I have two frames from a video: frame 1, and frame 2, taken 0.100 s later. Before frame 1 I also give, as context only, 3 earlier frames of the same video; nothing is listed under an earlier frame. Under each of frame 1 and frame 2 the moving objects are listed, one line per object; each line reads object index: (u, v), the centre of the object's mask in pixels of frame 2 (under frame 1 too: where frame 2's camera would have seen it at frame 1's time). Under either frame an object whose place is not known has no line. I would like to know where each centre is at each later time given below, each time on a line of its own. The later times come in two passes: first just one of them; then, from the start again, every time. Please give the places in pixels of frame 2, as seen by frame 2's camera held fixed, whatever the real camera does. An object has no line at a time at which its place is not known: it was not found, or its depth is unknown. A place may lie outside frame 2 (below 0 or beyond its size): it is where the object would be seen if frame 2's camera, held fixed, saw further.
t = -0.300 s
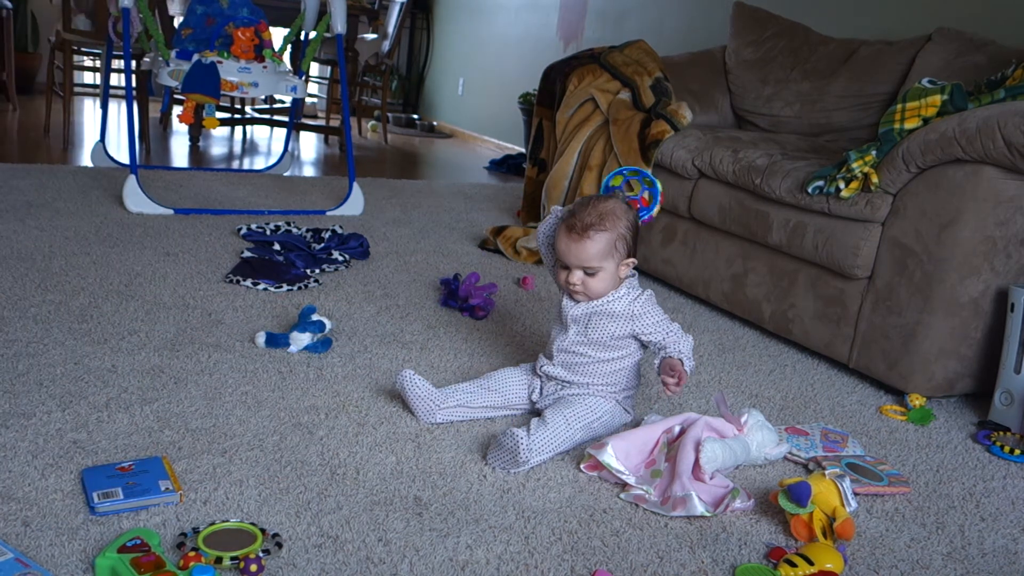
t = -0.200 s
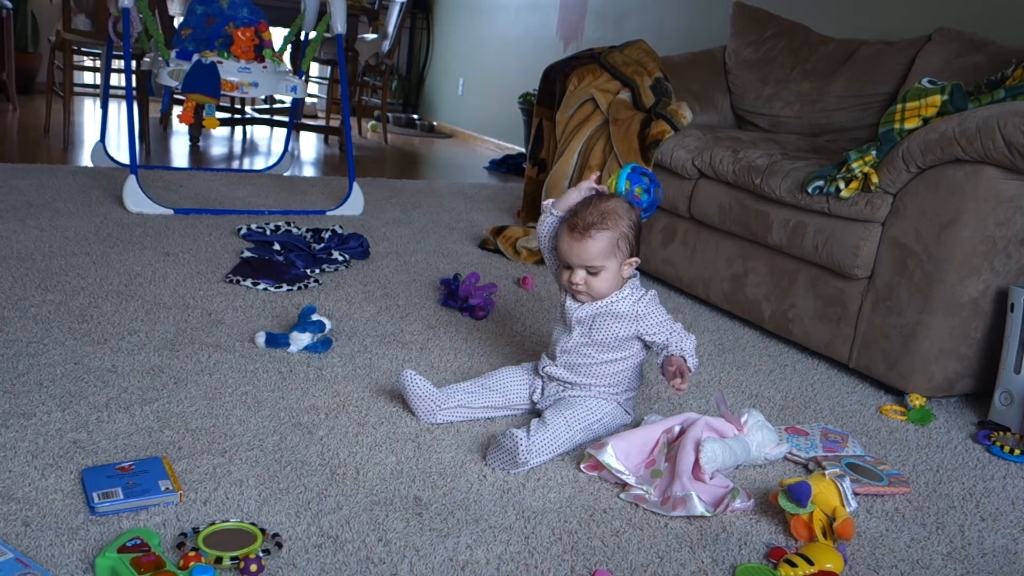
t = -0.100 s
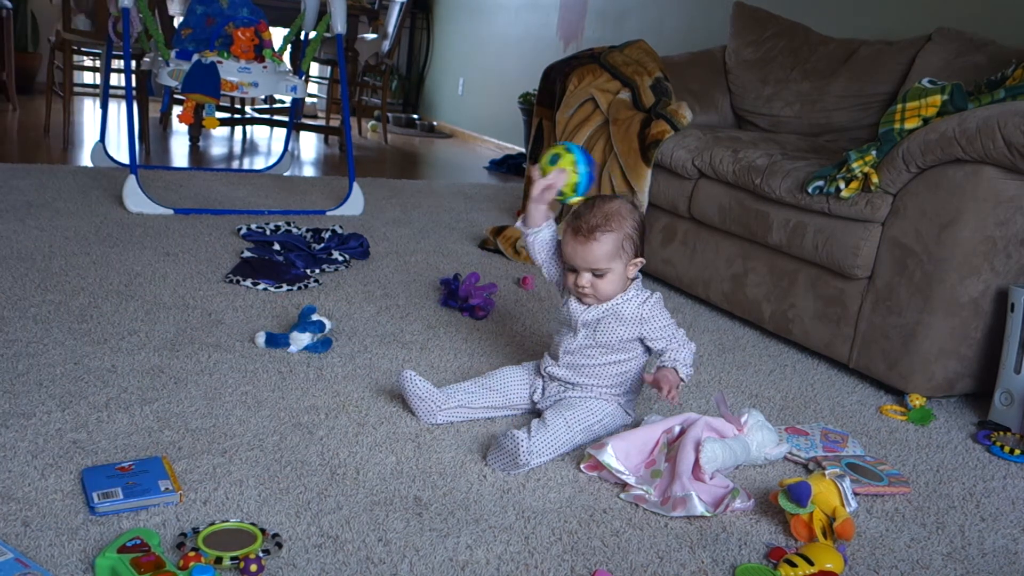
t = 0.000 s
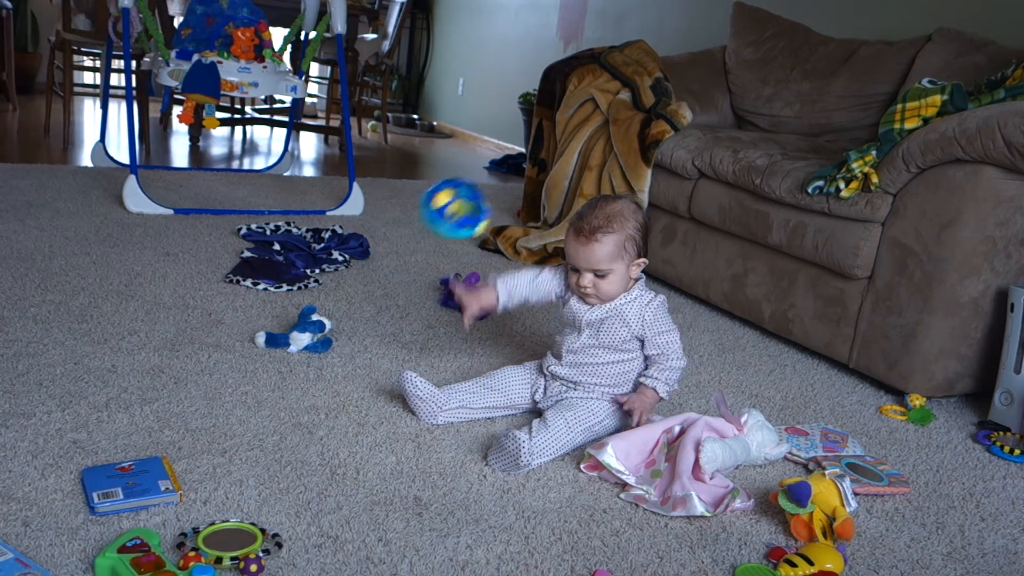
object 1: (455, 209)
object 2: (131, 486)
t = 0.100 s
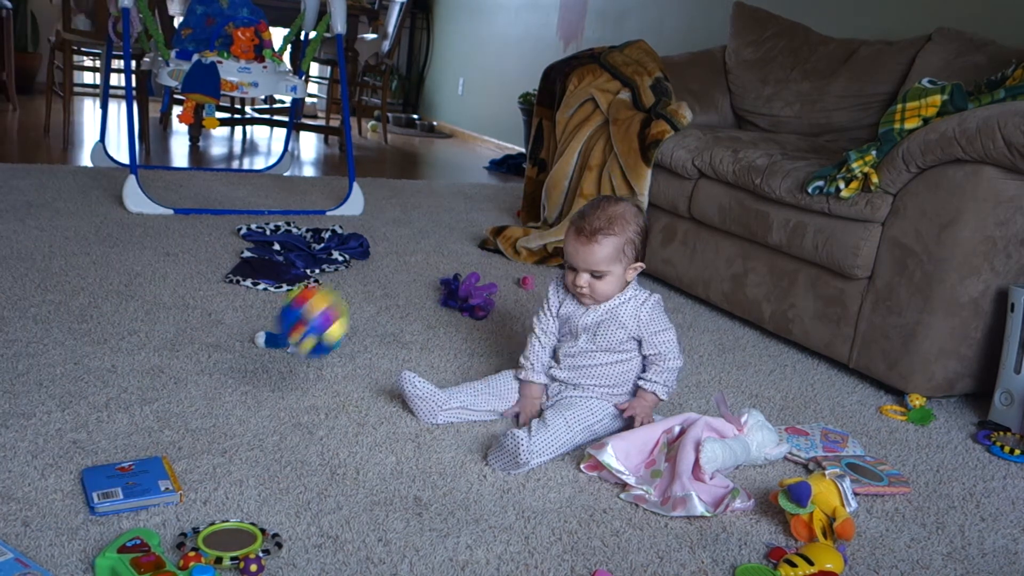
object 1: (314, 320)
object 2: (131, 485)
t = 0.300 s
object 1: (132, 396)
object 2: (81, 499)
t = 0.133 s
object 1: (256, 379)
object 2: (131, 485)
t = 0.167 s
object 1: (199, 446)
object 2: (129, 487)
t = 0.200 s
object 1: (185, 432)
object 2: (115, 485)
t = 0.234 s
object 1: (168, 418)
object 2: (104, 485)
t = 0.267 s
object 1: (148, 403)
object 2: (91, 490)
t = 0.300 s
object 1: (132, 396)
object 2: (81, 499)
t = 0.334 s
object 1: (113, 401)
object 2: (74, 498)
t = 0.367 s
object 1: (91, 415)
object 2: (71, 500)
